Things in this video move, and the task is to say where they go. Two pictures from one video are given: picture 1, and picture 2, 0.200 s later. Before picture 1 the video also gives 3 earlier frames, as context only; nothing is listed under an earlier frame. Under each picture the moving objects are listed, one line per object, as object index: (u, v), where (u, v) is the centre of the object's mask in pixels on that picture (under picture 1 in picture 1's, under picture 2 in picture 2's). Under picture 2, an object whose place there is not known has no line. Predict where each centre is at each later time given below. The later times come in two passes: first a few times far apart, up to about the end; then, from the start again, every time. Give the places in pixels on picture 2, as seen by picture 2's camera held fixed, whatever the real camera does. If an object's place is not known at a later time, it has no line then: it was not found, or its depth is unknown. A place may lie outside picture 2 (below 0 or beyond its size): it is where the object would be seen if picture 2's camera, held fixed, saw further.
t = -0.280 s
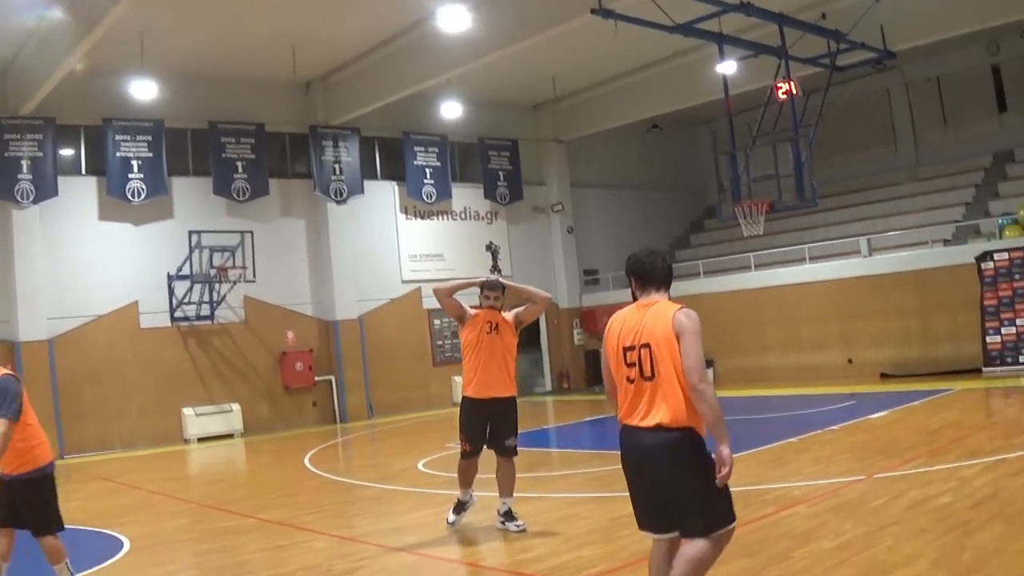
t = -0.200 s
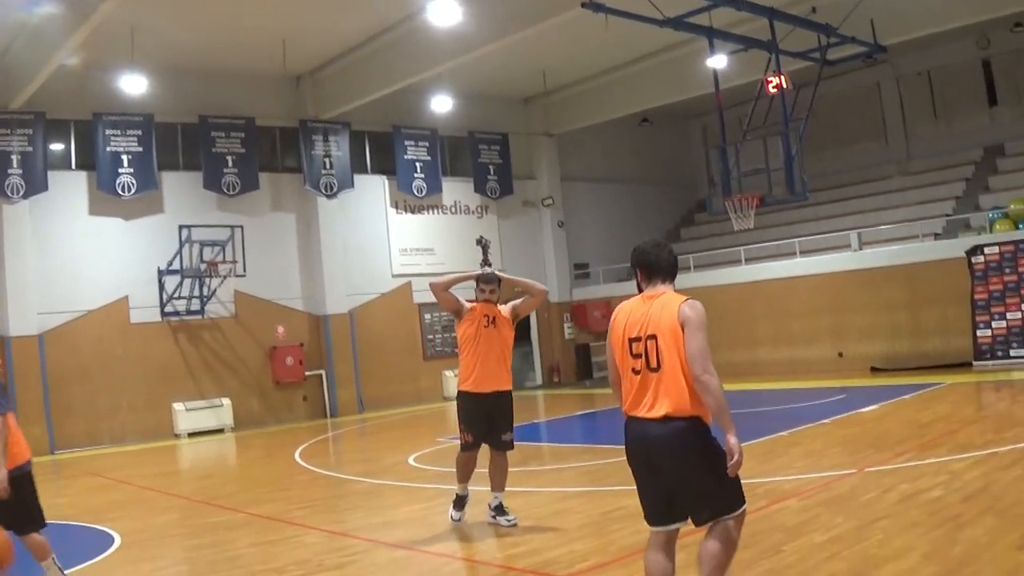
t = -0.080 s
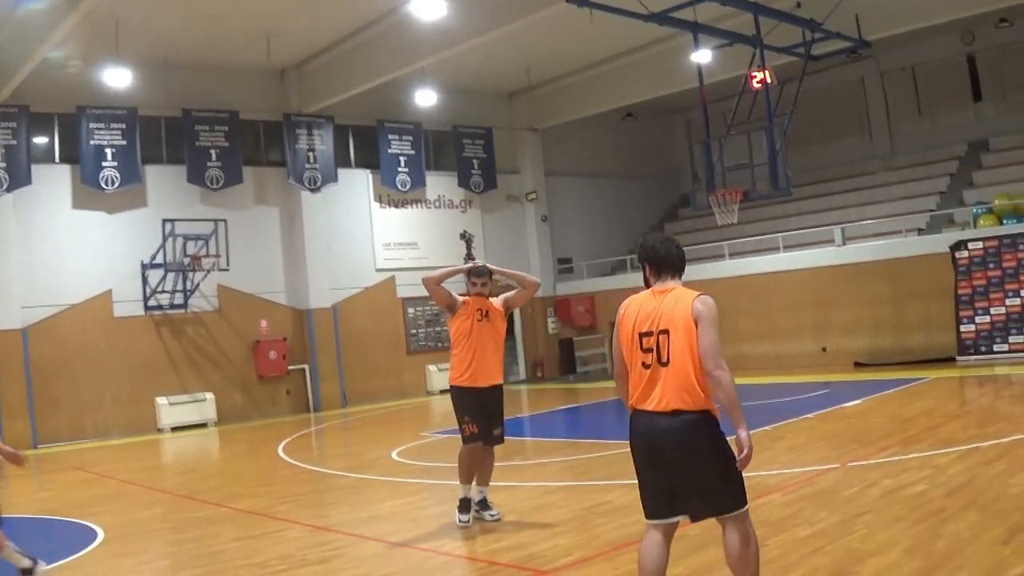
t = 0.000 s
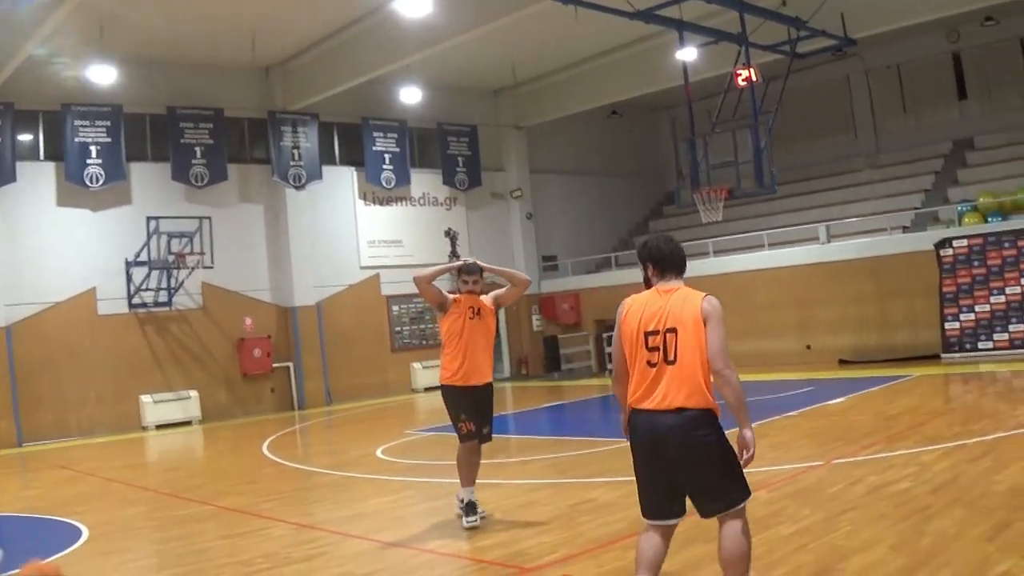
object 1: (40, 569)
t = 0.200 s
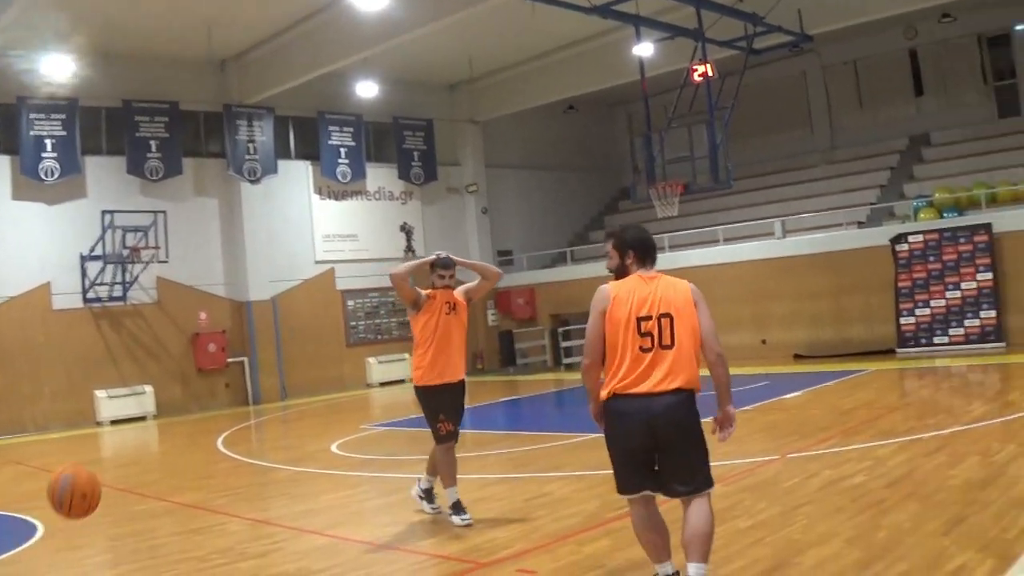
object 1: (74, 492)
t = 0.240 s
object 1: (96, 482)
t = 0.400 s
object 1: (188, 476)
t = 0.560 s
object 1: (293, 532)
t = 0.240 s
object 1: (96, 482)
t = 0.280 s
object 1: (118, 474)
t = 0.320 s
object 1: (141, 471)
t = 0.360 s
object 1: (164, 471)
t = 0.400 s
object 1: (188, 476)
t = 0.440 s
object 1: (214, 484)
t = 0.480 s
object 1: (239, 496)
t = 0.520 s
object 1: (265, 512)
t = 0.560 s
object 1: (293, 532)
